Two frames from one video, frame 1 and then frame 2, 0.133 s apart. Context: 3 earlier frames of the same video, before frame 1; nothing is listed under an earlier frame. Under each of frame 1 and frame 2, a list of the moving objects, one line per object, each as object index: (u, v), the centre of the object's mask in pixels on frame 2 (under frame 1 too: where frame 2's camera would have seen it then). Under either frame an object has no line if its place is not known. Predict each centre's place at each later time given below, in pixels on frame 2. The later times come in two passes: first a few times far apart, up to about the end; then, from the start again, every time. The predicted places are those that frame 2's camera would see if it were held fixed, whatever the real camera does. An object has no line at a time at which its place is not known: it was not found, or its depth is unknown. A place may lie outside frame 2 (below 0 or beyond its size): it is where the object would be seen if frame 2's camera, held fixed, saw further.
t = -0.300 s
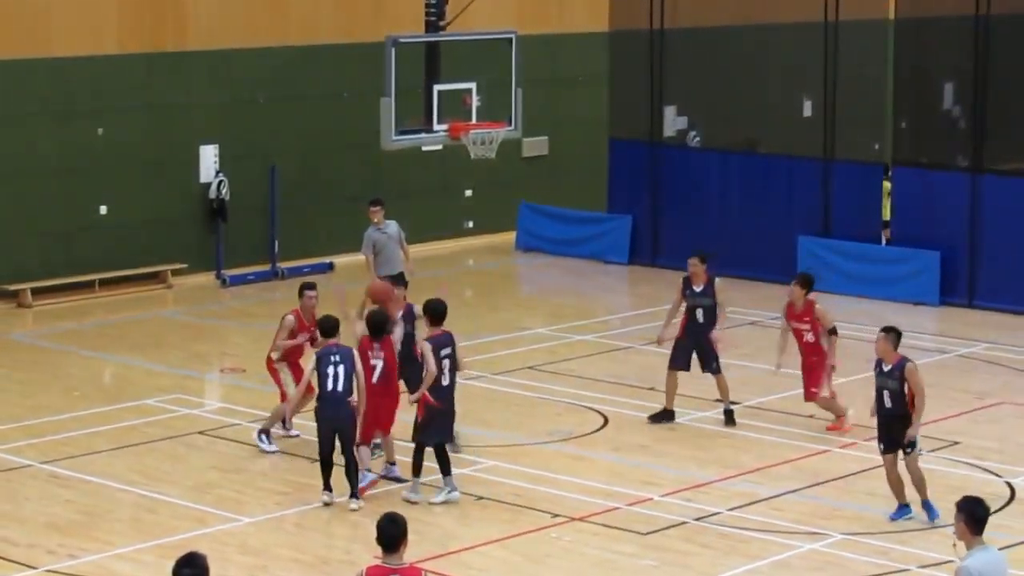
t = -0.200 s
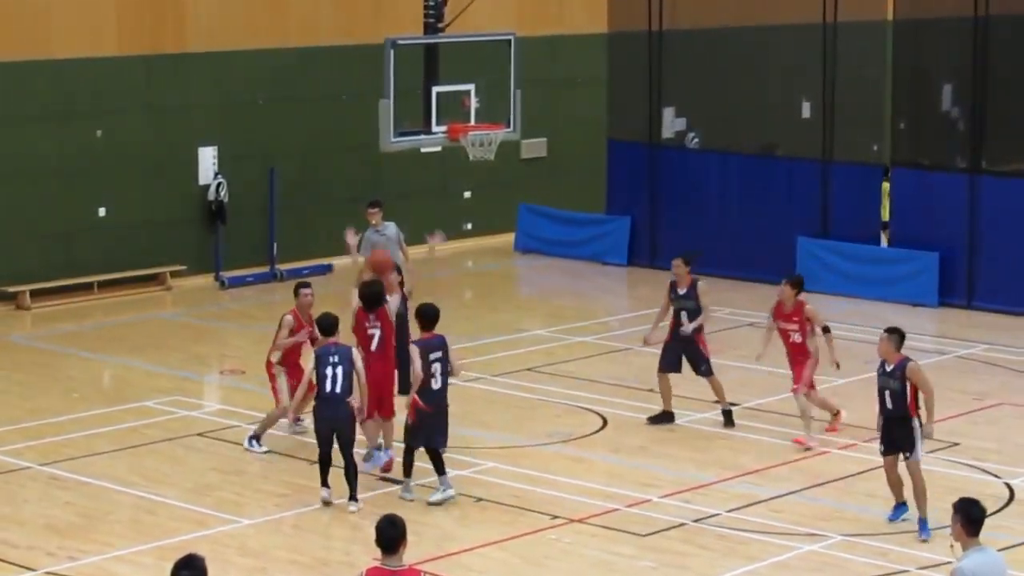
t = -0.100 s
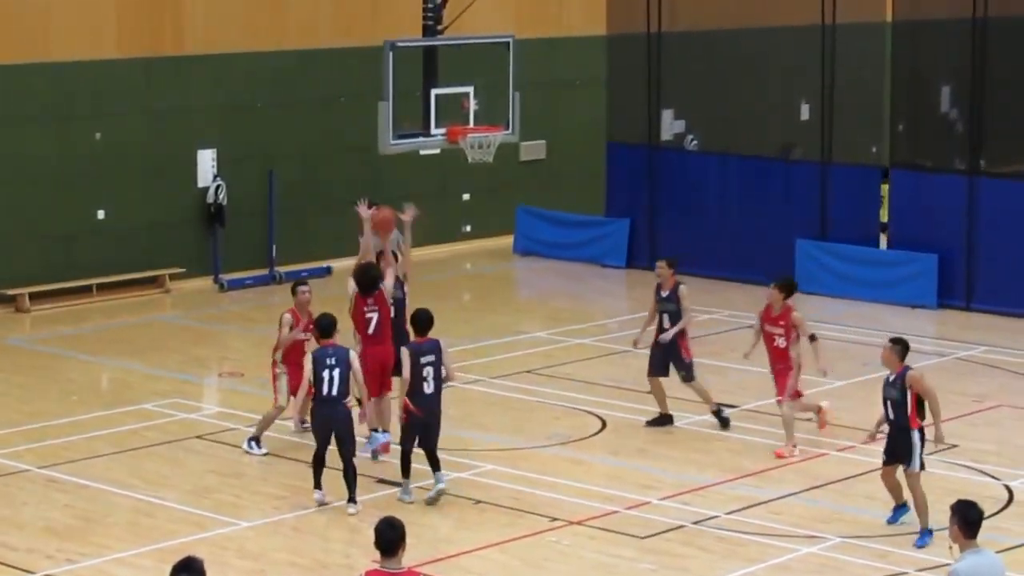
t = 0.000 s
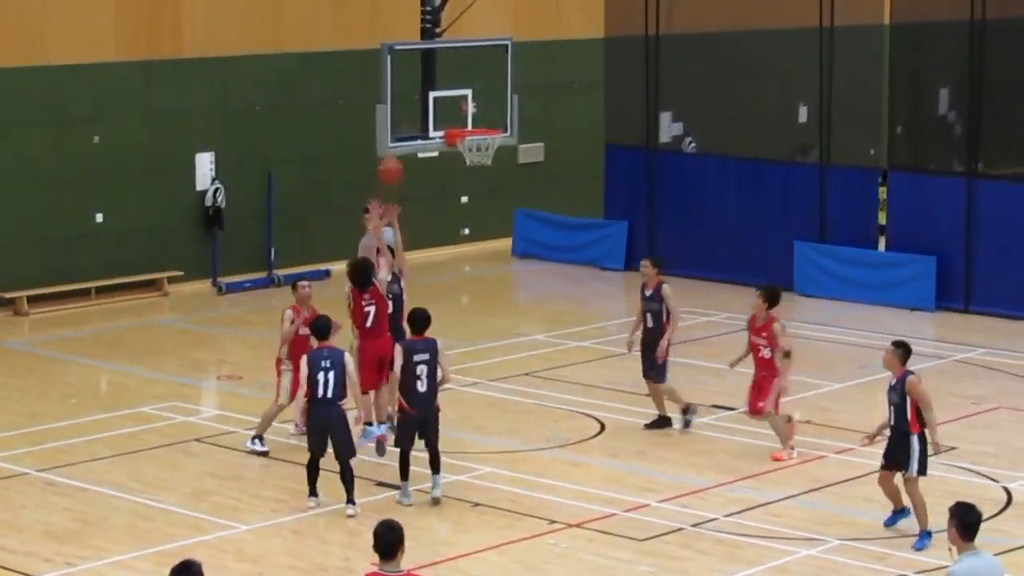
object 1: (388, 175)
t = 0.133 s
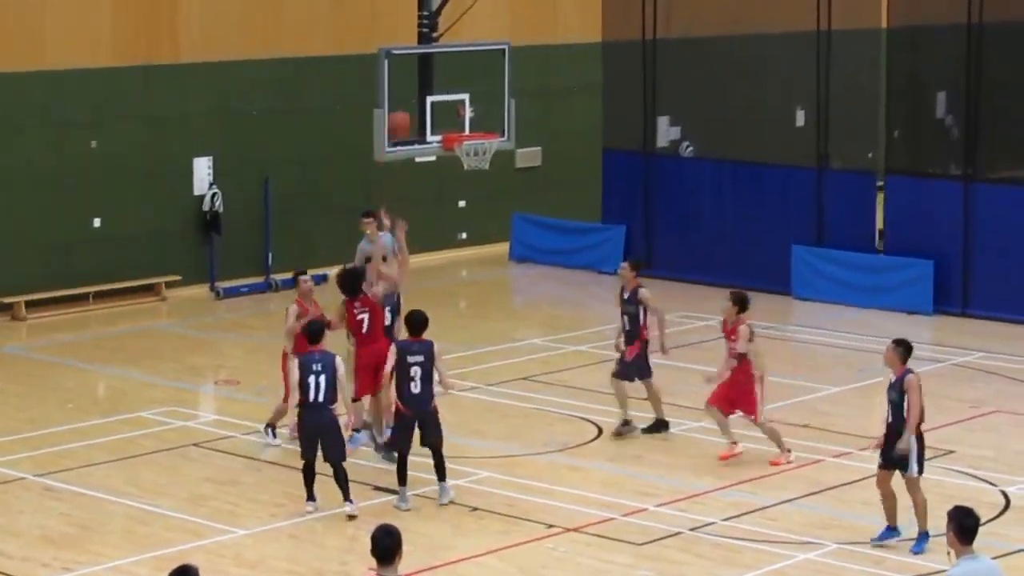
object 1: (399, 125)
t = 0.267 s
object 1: (410, 93)
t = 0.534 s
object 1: (431, 84)
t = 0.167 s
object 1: (402, 114)
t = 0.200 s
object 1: (405, 106)
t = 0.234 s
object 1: (408, 99)
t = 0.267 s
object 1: (410, 93)
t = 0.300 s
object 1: (413, 88)
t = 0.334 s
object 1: (415, 84)
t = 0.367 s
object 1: (418, 82)
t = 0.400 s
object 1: (420, 80)
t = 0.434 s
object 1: (423, 79)
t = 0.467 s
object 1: (425, 80)
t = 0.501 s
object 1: (428, 81)
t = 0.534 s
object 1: (431, 84)
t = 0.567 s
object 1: (434, 87)
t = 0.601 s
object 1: (436, 92)
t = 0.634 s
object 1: (443, 97)
